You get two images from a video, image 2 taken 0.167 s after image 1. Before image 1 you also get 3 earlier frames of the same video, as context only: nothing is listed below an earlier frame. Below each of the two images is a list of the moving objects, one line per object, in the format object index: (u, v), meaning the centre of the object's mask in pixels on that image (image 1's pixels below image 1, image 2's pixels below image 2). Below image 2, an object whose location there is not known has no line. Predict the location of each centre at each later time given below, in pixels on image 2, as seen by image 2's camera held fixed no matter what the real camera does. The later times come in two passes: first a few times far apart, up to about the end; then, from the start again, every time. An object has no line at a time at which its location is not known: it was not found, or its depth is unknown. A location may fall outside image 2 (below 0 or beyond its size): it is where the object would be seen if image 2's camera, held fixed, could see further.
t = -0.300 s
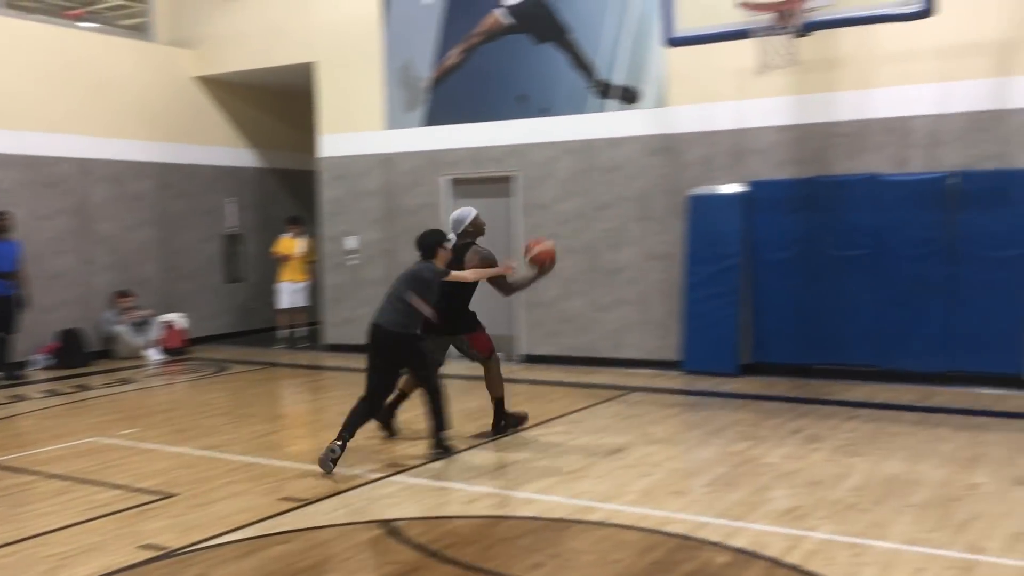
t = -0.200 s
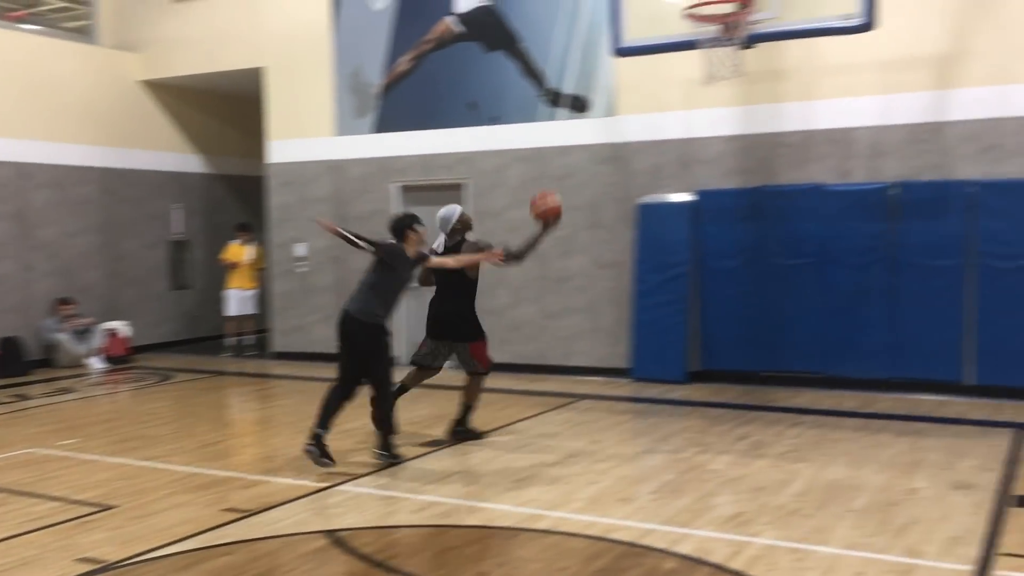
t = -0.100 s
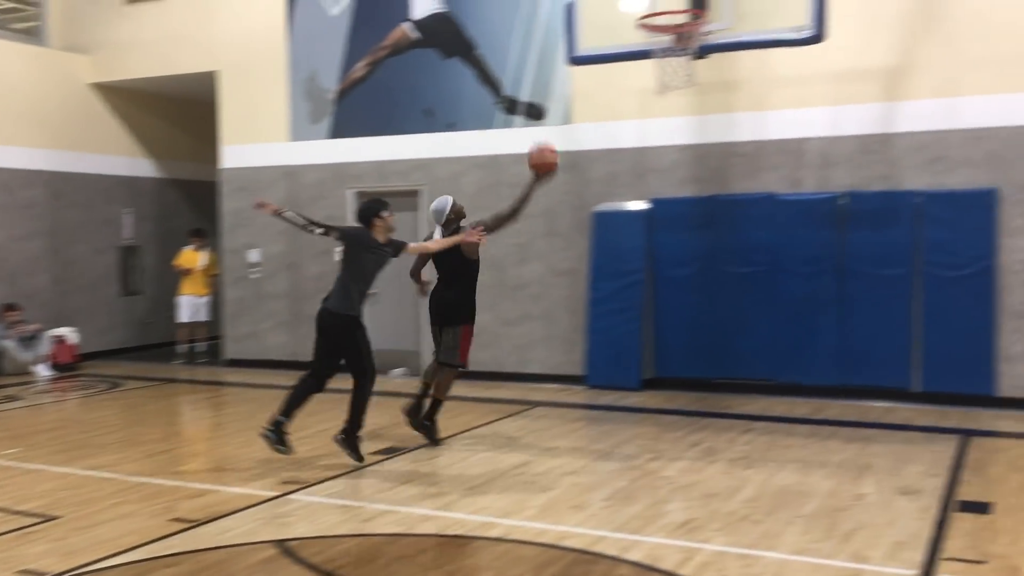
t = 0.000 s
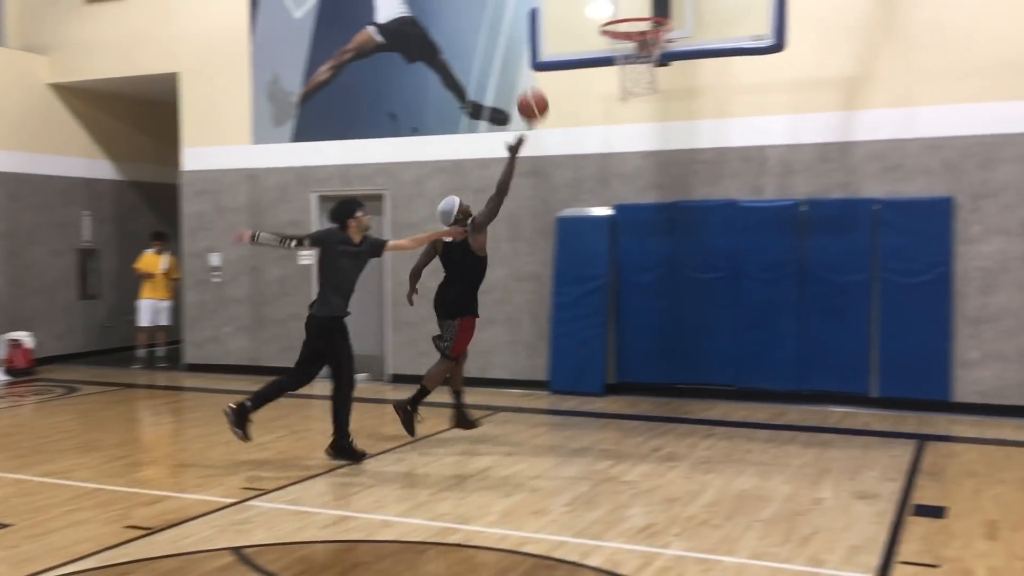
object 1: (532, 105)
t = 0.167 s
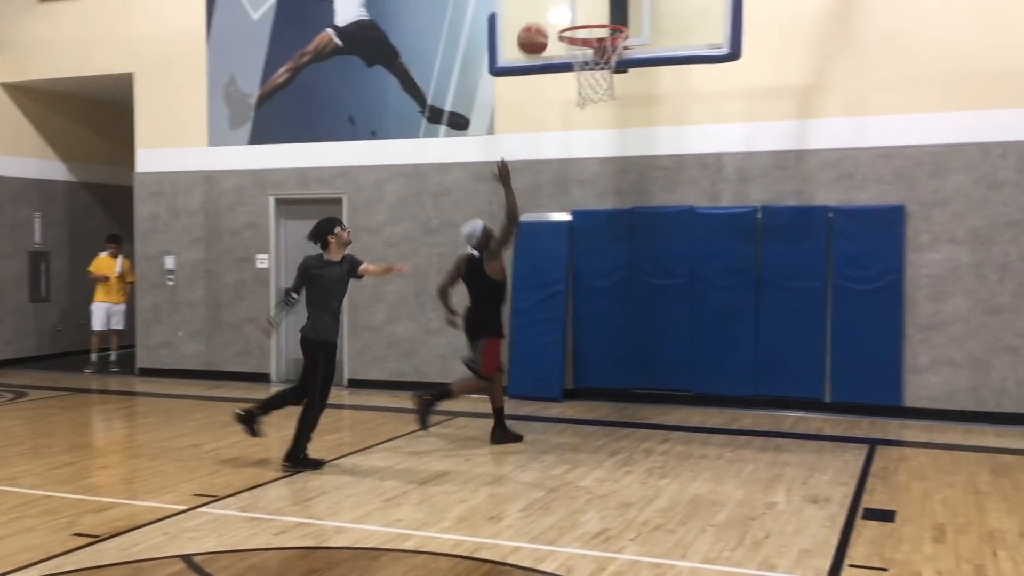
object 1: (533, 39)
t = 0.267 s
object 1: (552, 16)
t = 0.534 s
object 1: (572, 17)
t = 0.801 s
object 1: (615, 88)
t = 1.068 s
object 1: (634, 212)
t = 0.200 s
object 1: (541, 30)
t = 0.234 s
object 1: (548, 22)
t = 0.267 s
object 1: (552, 16)
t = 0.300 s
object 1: (555, 12)
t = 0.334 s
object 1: (557, 9)
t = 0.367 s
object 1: (559, 7)
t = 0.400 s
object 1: (562, 6)
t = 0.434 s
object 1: (564, 7)
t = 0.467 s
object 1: (567, 10)
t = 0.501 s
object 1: (568, 13)
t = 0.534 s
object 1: (572, 17)
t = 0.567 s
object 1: (577, 18)
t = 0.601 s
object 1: (582, 31)
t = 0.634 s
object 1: (588, 38)
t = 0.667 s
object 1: (593, 47)
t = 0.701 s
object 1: (602, 55)
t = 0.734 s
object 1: (607, 69)
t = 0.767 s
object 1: (611, 79)
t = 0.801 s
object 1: (615, 88)
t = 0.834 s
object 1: (618, 97)
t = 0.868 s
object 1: (620, 110)
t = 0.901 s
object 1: (622, 122)
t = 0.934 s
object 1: (624, 137)
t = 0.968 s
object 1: (627, 154)
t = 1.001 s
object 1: (629, 173)
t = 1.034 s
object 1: (632, 190)
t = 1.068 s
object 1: (634, 212)
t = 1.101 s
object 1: (637, 233)
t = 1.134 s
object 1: (641, 257)
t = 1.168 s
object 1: (645, 283)
